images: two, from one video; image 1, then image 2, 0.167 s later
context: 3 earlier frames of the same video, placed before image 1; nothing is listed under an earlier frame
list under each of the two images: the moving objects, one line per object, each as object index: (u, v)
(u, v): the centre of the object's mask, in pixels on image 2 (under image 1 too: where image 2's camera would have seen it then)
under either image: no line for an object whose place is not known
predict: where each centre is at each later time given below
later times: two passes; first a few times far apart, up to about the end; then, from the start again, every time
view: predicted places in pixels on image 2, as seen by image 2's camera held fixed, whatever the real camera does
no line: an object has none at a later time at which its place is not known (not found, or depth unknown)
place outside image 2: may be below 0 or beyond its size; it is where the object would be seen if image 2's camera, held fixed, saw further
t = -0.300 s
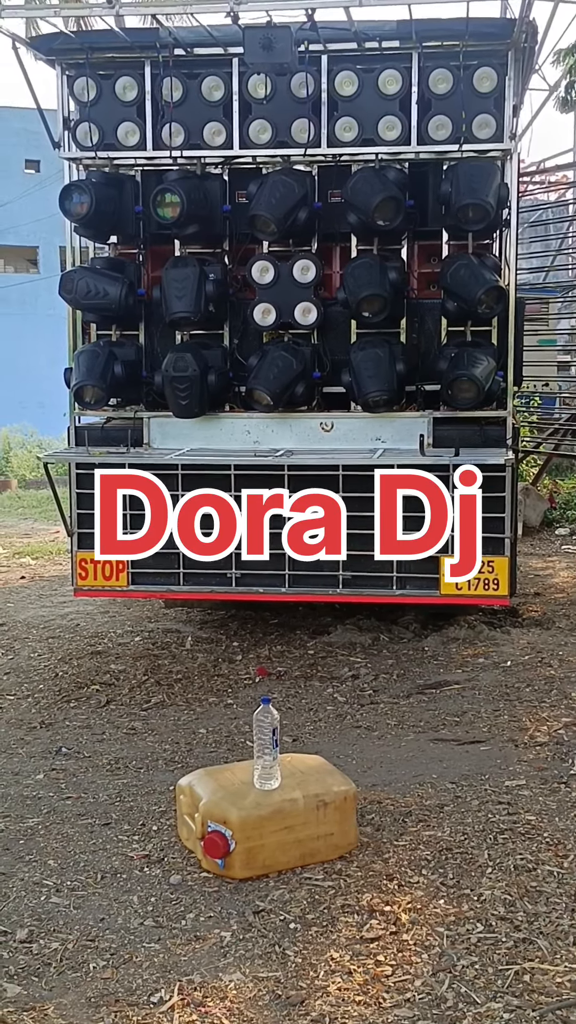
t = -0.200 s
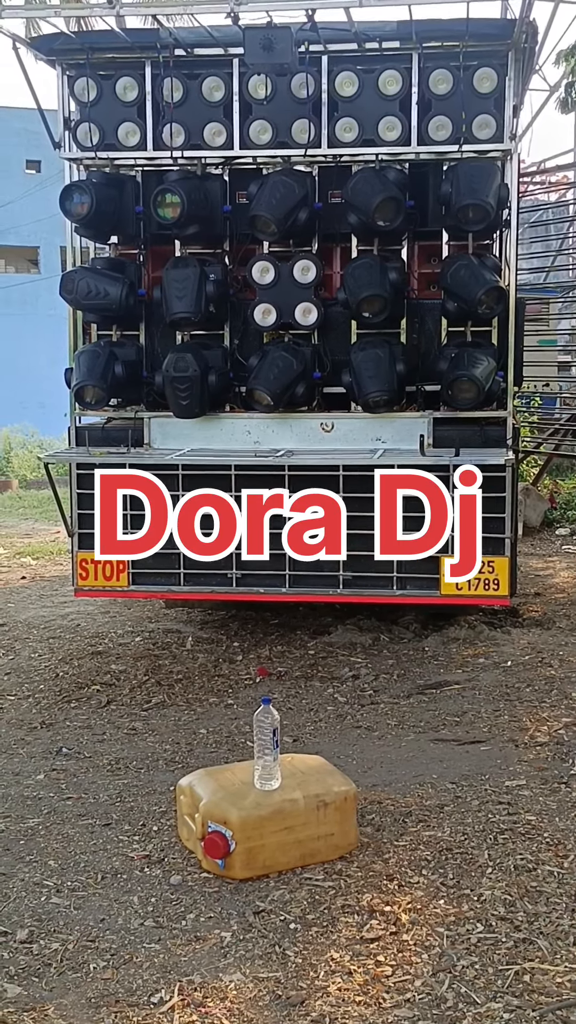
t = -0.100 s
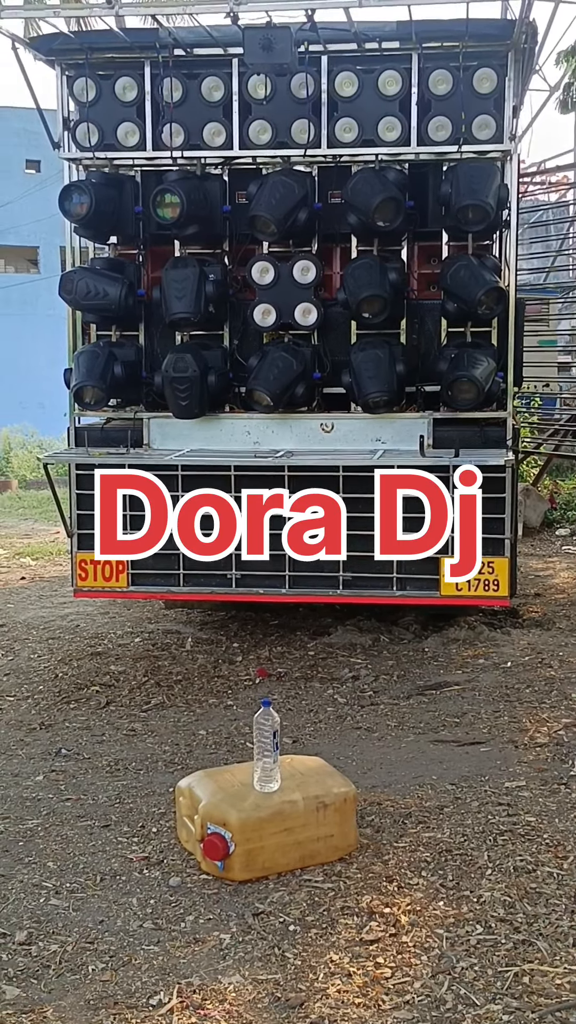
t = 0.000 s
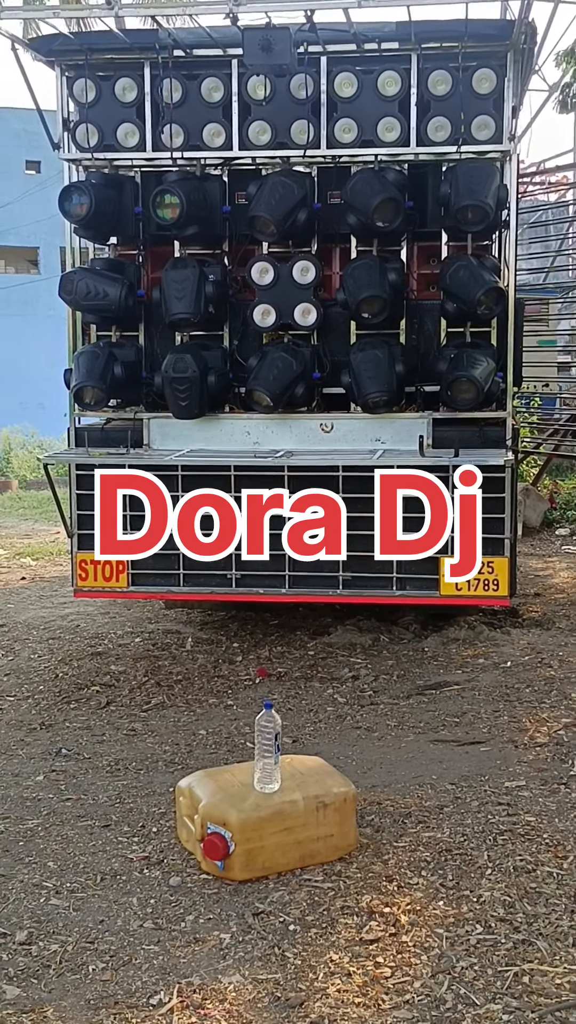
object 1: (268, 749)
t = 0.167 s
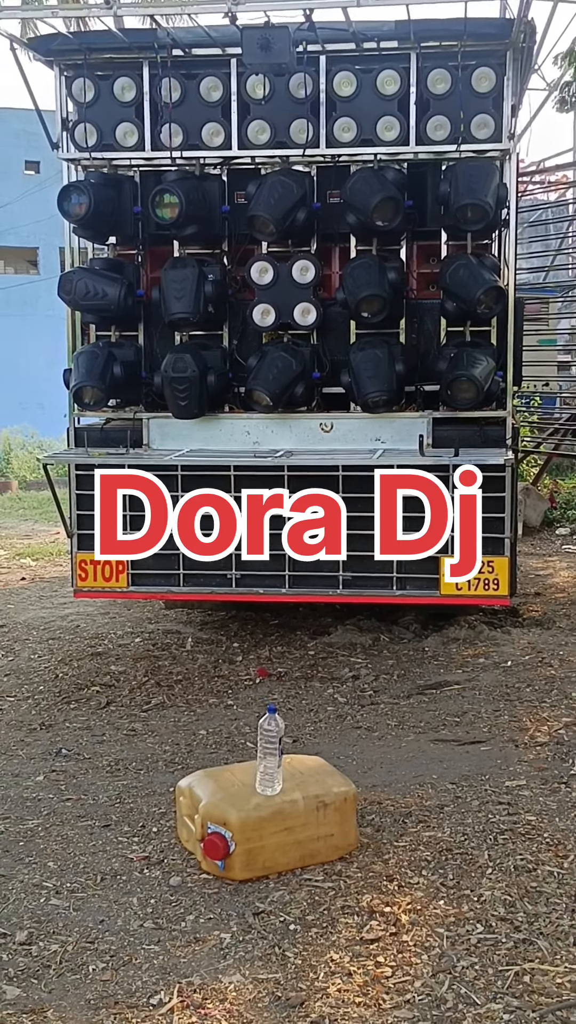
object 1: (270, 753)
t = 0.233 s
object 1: (271, 755)
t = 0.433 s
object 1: (275, 764)
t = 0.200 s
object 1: (270, 754)
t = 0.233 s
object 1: (271, 755)
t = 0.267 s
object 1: (272, 756)
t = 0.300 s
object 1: (272, 757)
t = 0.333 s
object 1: (273, 758)
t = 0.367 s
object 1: (273, 759)
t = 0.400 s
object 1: (274, 761)
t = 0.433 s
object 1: (275, 764)
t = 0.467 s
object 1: (277, 768)
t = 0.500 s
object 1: (280, 774)
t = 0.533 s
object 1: (282, 784)
